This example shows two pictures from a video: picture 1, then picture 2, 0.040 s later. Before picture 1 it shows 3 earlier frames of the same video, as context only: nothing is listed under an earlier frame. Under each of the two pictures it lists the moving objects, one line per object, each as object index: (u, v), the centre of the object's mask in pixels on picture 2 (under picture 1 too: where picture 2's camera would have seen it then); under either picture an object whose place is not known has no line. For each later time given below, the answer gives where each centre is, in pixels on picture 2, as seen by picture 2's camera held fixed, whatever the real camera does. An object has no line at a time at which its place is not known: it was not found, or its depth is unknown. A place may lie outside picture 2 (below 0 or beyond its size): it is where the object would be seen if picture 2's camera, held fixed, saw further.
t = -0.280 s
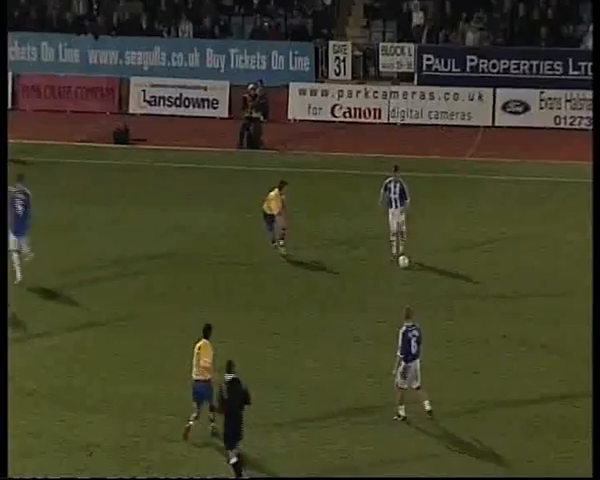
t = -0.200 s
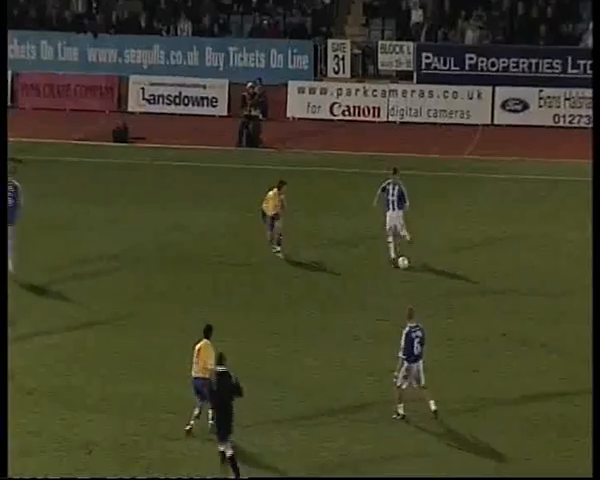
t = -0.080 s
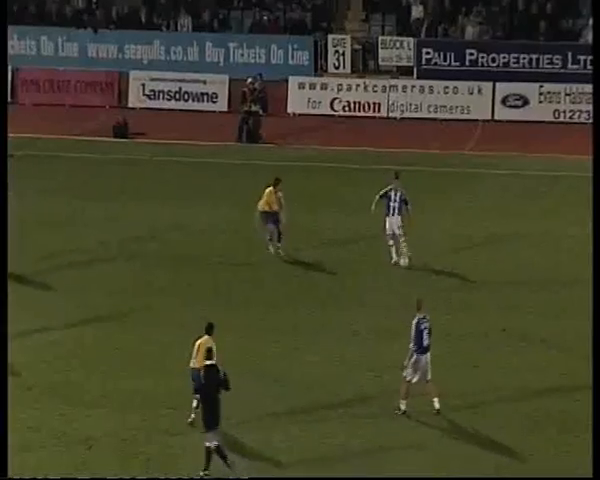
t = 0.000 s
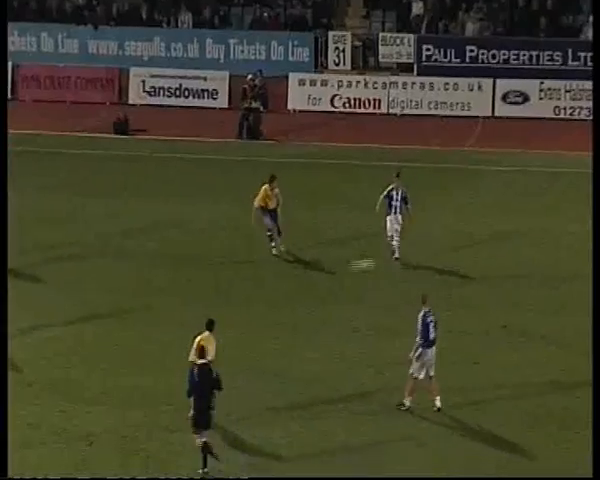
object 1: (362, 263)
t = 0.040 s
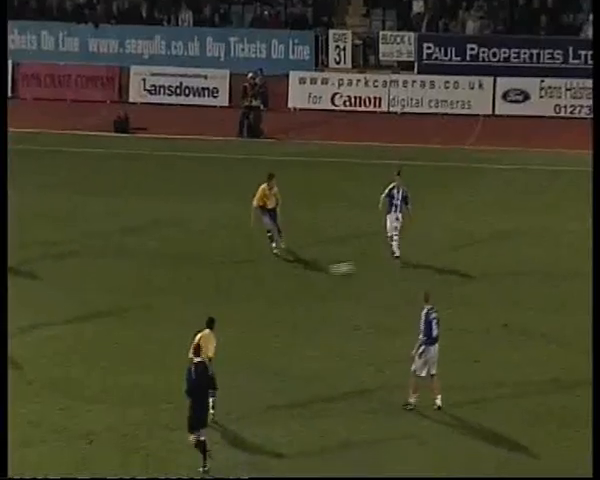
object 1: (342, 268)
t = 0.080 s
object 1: (321, 274)
